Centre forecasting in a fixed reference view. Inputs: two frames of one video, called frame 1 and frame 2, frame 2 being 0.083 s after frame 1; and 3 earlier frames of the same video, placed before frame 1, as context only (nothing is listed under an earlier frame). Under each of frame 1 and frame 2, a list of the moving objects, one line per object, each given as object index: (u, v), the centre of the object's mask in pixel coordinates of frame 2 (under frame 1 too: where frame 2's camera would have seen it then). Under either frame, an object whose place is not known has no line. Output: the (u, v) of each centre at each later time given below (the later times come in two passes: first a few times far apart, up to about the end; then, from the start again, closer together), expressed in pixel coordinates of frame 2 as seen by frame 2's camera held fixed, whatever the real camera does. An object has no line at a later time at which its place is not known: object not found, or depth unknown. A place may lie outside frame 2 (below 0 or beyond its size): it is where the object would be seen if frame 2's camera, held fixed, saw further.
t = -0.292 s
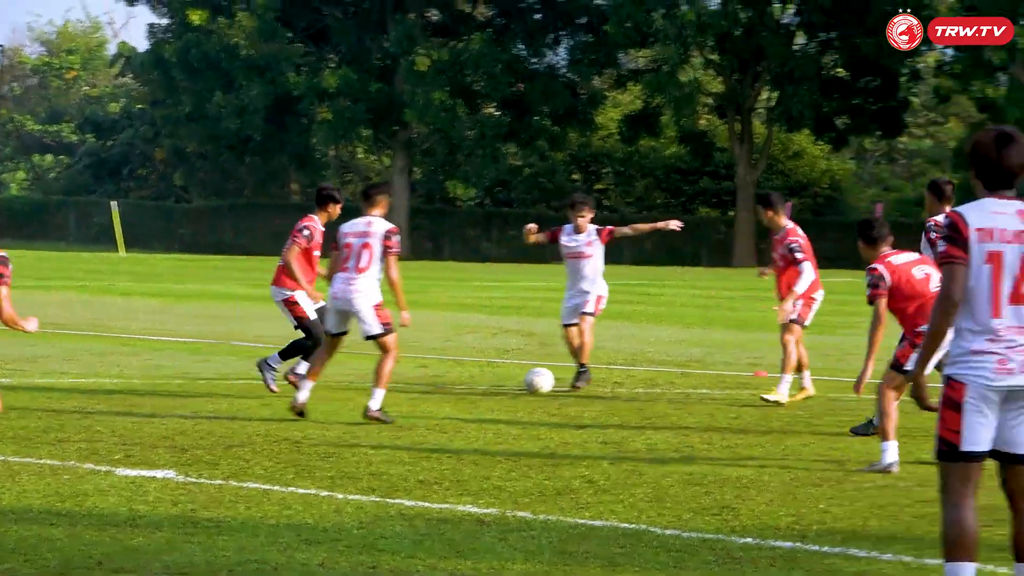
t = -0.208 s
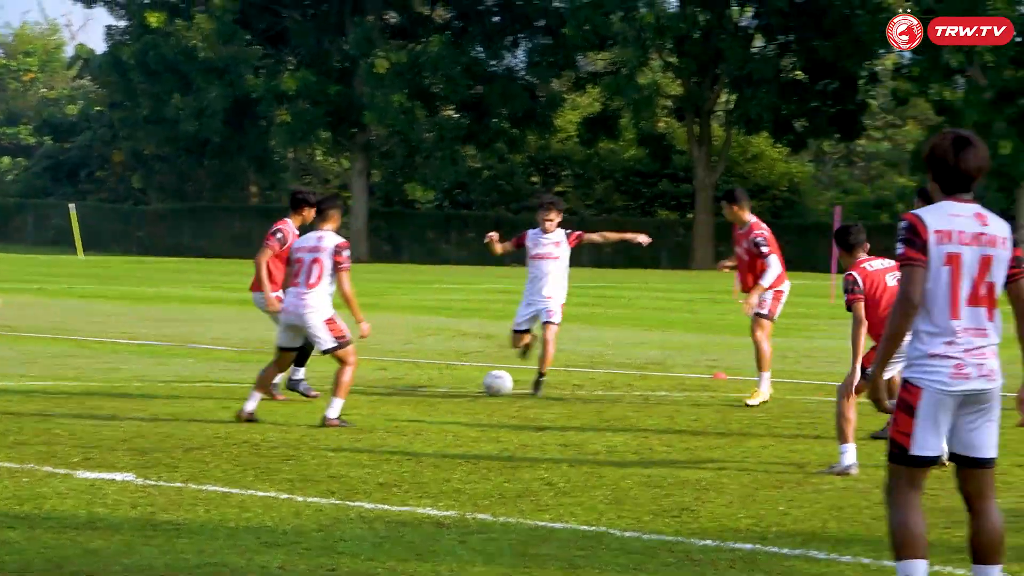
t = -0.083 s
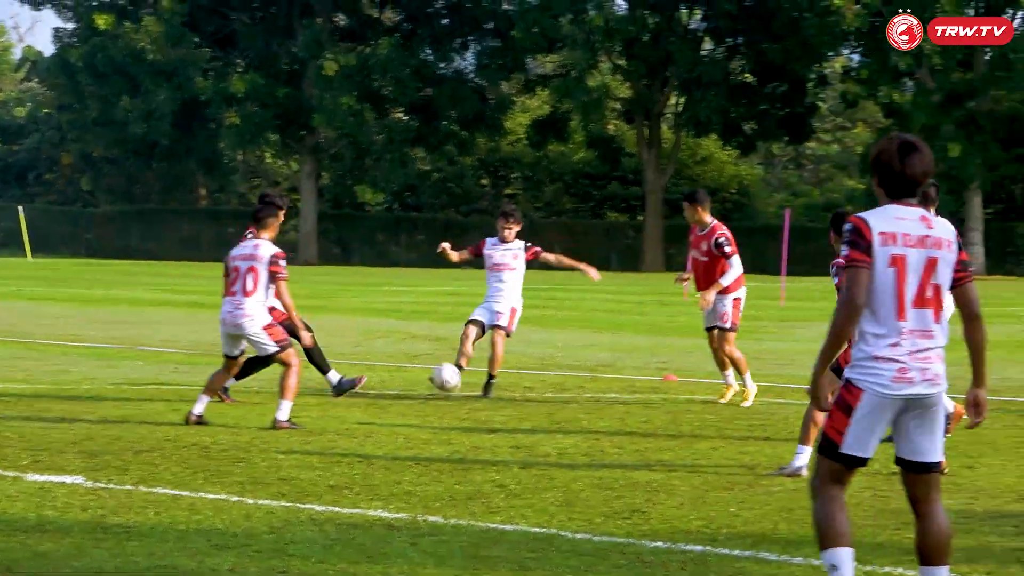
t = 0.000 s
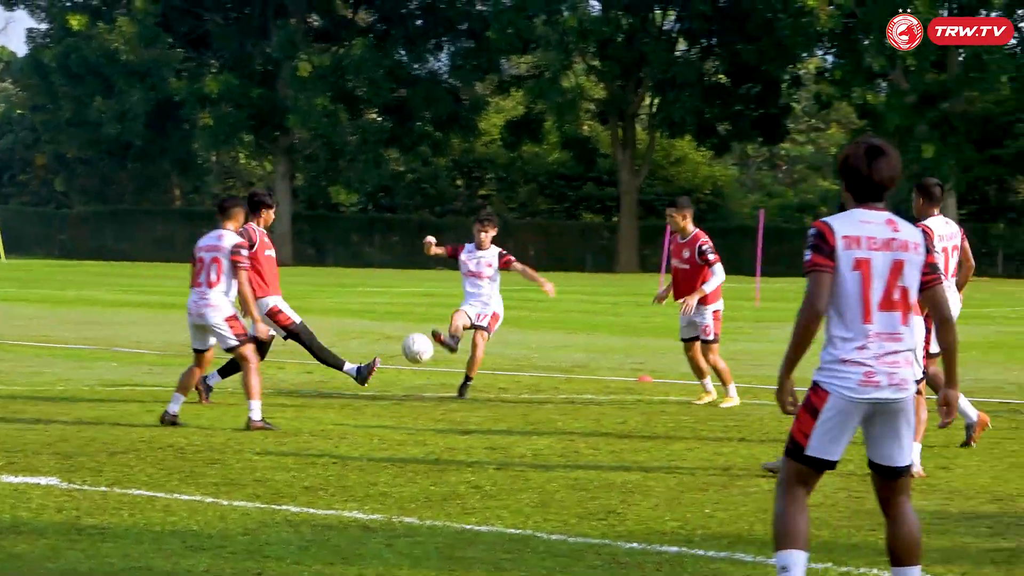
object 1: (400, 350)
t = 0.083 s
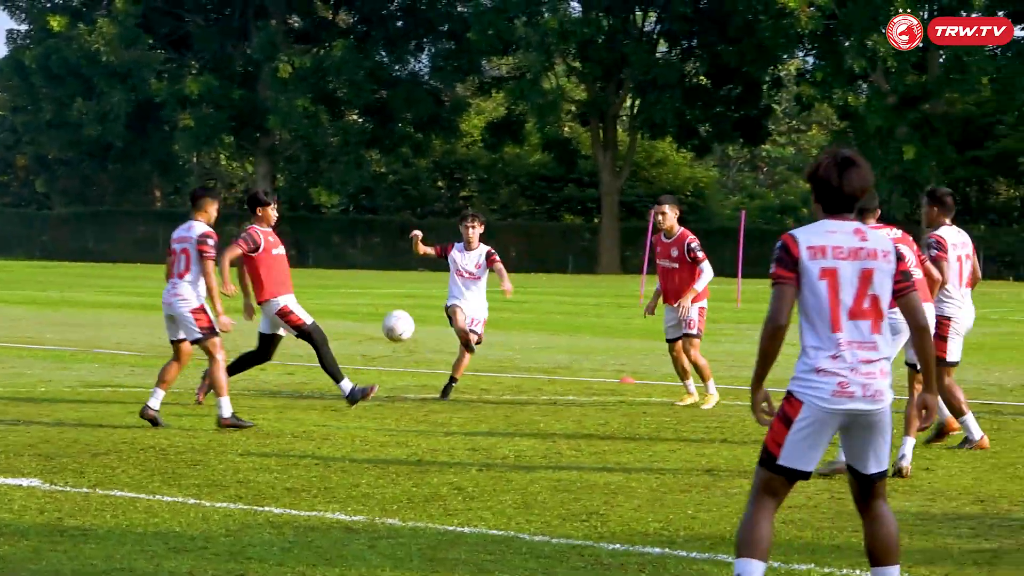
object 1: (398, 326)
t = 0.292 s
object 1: (413, 309)
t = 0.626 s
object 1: (503, 478)
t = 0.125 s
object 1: (399, 317)
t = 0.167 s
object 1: (400, 311)
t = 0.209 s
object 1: (403, 307)
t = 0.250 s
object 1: (408, 307)
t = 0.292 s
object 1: (413, 309)
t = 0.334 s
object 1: (418, 315)
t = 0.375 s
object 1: (426, 324)
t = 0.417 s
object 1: (434, 336)
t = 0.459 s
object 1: (445, 354)
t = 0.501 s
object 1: (457, 377)
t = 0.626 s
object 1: (503, 478)
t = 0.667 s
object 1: (523, 528)
